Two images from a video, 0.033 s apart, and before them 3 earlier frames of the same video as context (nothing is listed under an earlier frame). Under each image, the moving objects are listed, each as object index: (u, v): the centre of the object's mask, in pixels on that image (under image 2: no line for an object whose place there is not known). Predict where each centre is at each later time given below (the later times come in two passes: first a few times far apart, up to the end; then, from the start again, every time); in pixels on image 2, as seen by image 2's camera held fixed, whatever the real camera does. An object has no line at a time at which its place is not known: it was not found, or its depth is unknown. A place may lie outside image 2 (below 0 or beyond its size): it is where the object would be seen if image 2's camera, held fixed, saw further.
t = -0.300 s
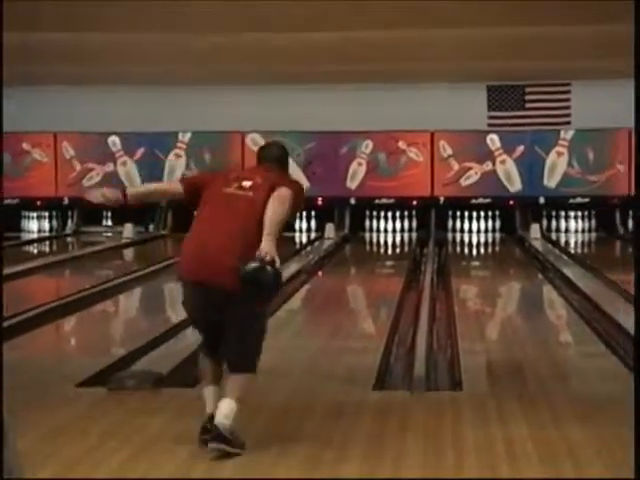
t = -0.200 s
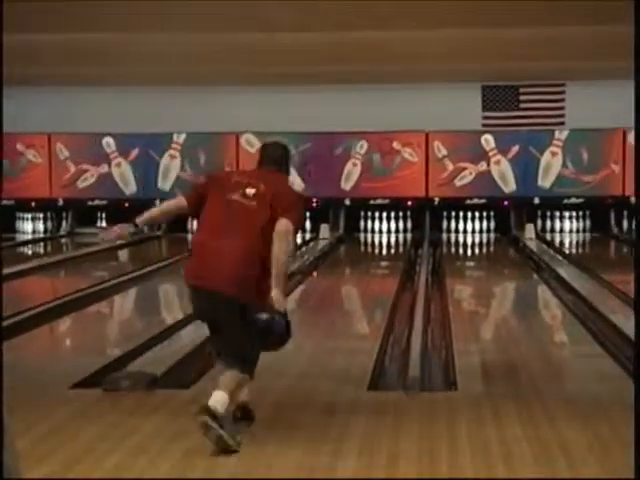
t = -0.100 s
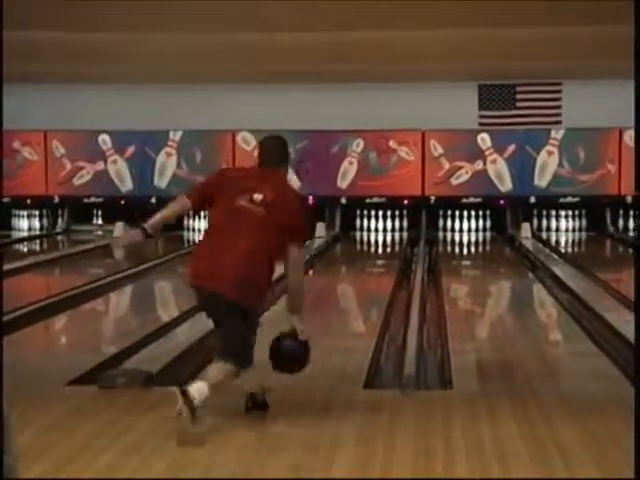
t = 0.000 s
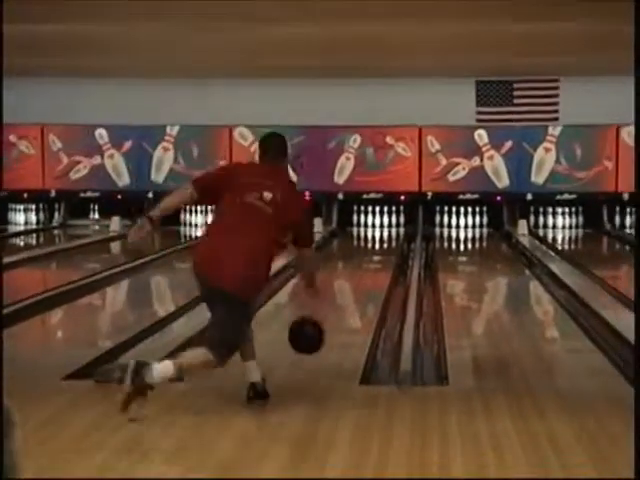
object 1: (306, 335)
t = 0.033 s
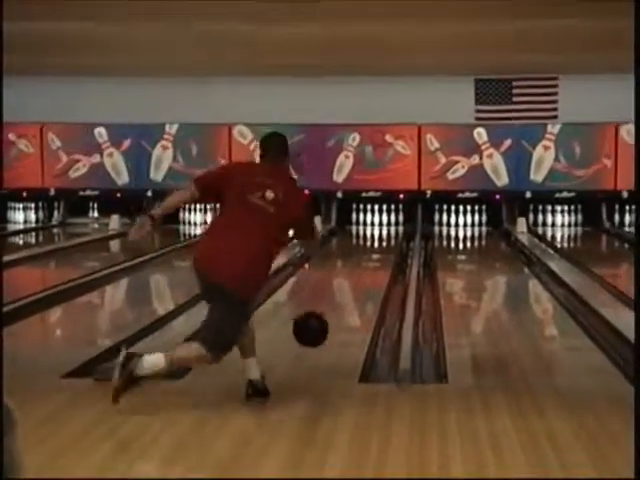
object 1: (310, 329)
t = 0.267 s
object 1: (336, 326)
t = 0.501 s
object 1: (353, 299)
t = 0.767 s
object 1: (366, 278)
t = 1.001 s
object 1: (372, 268)
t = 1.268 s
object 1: (378, 253)
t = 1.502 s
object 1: (380, 243)
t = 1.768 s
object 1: (383, 237)
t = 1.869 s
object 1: (383, 234)
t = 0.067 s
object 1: (315, 326)
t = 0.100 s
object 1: (319, 326)
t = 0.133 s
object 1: (323, 327)
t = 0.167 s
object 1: (327, 330)
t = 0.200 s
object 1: (330, 334)
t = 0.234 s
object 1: (333, 330)
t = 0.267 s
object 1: (336, 326)
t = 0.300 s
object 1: (339, 321)
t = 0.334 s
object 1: (342, 317)
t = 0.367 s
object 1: (344, 313)
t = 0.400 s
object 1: (347, 310)
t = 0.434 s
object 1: (350, 306)
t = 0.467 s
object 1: (352, 302)
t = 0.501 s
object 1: (353, 299)
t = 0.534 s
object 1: (355, 296)
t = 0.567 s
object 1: (357, 293)
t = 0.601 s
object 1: (359, 290)
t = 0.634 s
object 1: (360, 288)
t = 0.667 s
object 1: (361, 286)
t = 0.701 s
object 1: (363, 283)
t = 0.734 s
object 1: (365, 280)
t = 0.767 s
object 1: (366, 278)
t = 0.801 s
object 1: (367, 276)
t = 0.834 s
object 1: (368, 275)
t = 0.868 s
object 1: (369, 273)
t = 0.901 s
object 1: (370, 272)
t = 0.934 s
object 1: (370, 270)
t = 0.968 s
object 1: (371, 270)
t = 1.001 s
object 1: (372, 268)
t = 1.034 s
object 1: (373, 267)
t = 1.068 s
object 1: (374, 266)
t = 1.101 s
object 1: (375, 264)
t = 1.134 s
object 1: (376, 262)
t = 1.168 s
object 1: (376, 256)
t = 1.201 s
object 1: (376, 258)
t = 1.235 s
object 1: (377, 258)
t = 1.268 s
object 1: (378, 253)
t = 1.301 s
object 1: (378, 250)
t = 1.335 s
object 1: (379, 249)
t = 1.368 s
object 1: (379, 249)
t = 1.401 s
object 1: (379, 247)
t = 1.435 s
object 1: (380, 247)
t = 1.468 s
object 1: (380, 247)
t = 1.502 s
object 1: (380, 243)
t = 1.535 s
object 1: (380, 242)
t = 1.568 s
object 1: (380, 242)
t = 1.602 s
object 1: (382, 240)
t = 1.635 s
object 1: (383, 239)
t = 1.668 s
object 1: (382, 237)
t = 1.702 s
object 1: (383, 236)
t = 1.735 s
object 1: (383, 236)
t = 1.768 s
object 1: (383, 237)
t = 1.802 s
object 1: (383, 236)
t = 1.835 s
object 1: (383, 234)
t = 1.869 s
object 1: (383, 234)
